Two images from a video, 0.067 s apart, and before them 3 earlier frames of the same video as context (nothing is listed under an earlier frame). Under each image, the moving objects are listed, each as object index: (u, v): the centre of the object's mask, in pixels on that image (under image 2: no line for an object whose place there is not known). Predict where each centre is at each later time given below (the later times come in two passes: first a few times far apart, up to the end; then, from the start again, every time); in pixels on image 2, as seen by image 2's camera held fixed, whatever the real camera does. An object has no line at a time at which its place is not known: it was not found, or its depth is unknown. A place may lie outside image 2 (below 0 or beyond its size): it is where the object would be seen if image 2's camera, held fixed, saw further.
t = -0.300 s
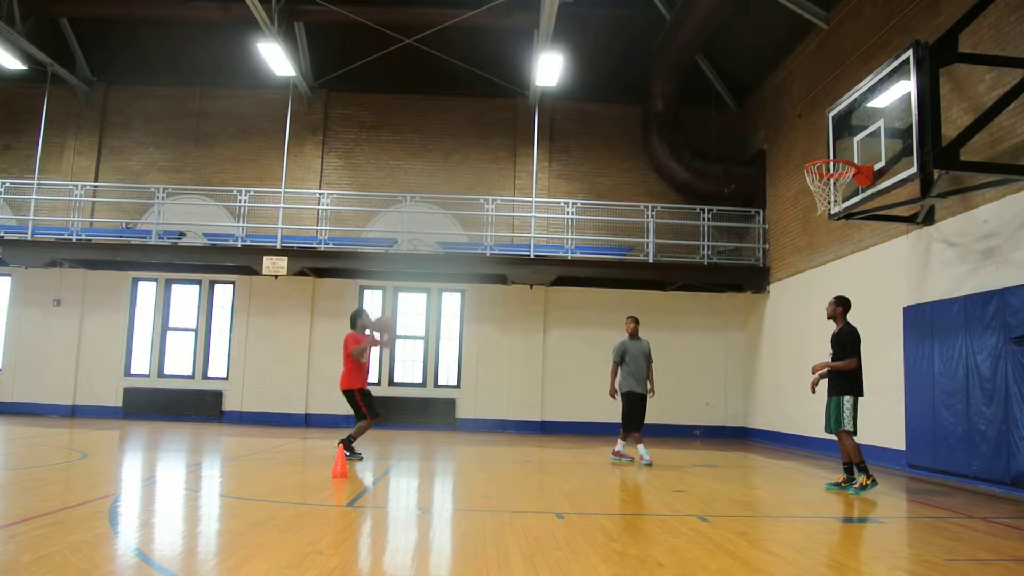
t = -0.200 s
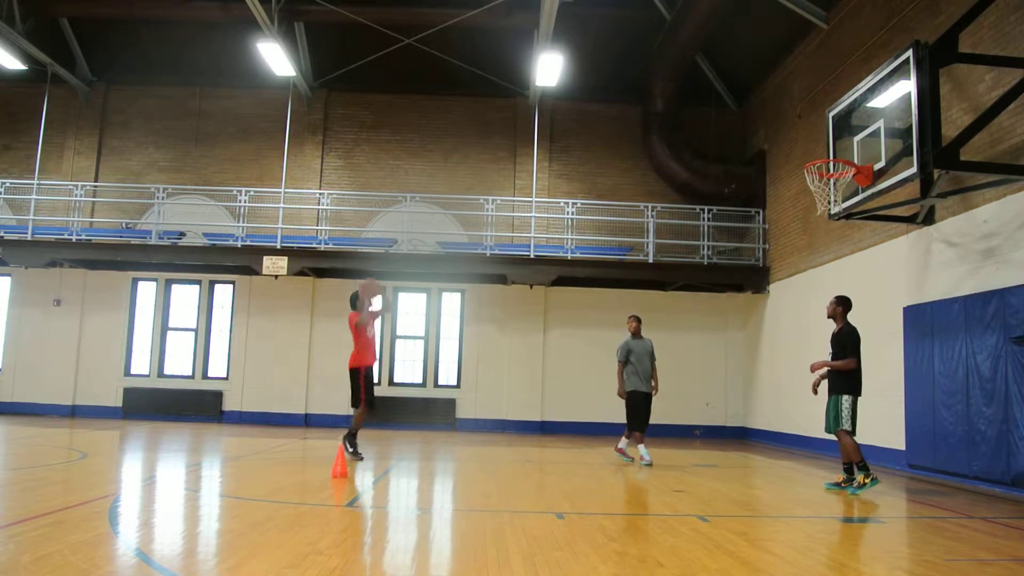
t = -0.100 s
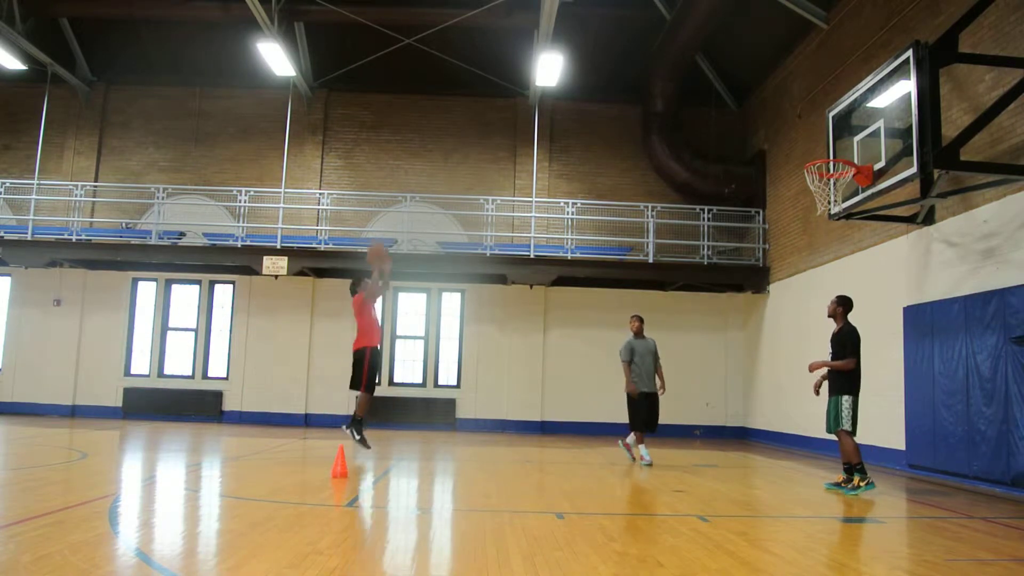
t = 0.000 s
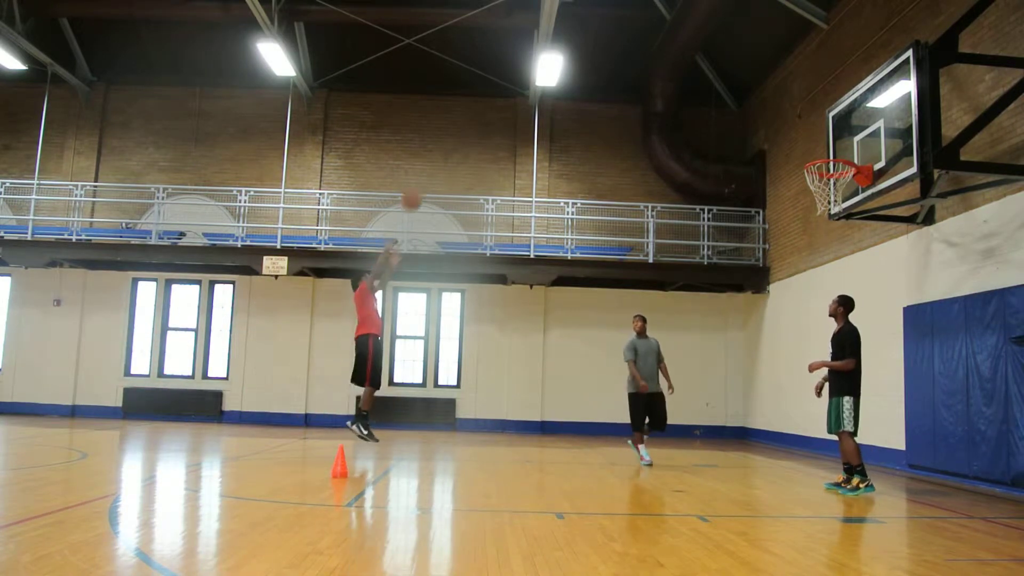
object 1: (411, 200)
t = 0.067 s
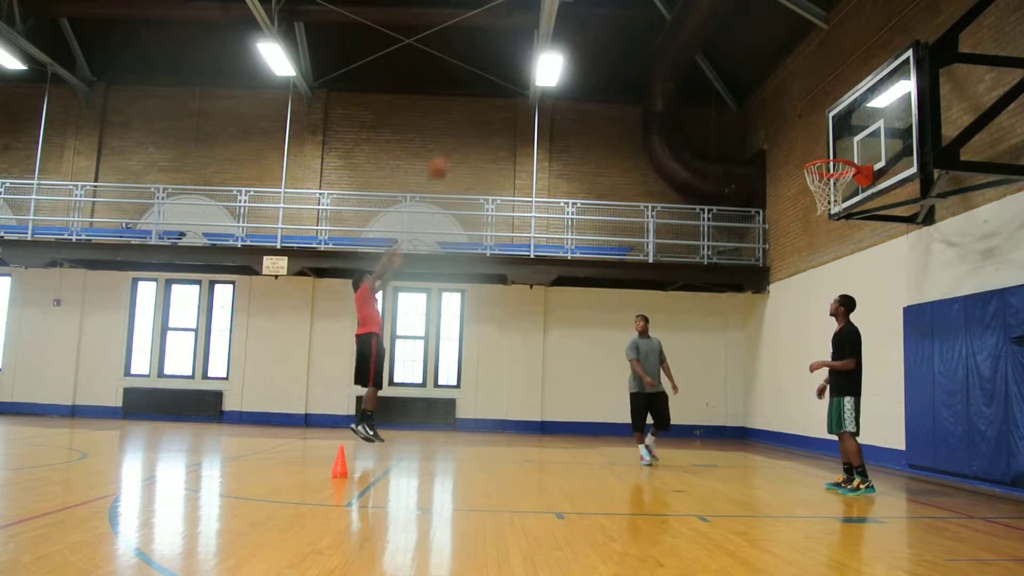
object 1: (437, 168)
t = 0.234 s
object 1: (501, 105)
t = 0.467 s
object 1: (592, 55)
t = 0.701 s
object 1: (684, 51)
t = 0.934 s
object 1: (780, 96)
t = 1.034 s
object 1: (826, 132)
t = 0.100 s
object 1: (450, 153)
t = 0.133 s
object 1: (463, 139)
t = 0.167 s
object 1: (476, 127)
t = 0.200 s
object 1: (489, 116)
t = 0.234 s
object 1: (501, 105)
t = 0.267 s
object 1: (514, 96)
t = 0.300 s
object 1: (526, 87)
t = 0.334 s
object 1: (537, 81)
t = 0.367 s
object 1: (557, 73)
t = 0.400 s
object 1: (570, 63)
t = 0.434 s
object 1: (580, 58)
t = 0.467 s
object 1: (592, 55)
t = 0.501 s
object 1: (605, 52)
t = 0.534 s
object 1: (618, 49)
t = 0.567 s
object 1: (631, 47)
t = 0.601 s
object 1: (644, 47)
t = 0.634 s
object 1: (657, 47)
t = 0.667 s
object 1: (671, 48)
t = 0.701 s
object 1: (684, 51)
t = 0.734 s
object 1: (698, 54)
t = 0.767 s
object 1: (713, 58)
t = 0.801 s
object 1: (726, 63)
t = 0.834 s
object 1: (740, 70)
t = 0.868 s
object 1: (753, 77)
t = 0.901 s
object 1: (767, 85)
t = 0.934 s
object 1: (780, 96)
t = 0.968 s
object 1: (794, 106)
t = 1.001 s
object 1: (812, 117)
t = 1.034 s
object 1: (826, 132)
